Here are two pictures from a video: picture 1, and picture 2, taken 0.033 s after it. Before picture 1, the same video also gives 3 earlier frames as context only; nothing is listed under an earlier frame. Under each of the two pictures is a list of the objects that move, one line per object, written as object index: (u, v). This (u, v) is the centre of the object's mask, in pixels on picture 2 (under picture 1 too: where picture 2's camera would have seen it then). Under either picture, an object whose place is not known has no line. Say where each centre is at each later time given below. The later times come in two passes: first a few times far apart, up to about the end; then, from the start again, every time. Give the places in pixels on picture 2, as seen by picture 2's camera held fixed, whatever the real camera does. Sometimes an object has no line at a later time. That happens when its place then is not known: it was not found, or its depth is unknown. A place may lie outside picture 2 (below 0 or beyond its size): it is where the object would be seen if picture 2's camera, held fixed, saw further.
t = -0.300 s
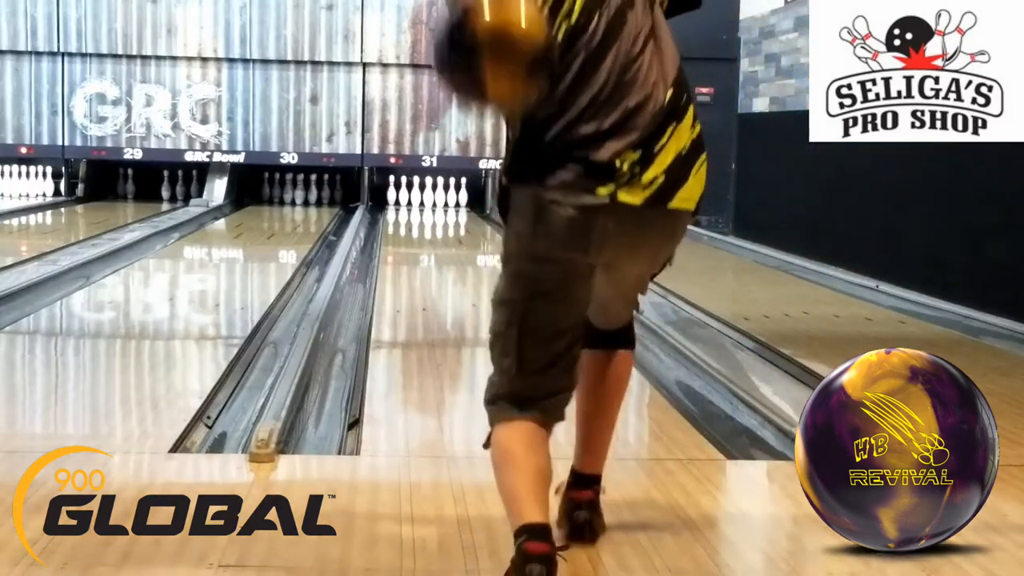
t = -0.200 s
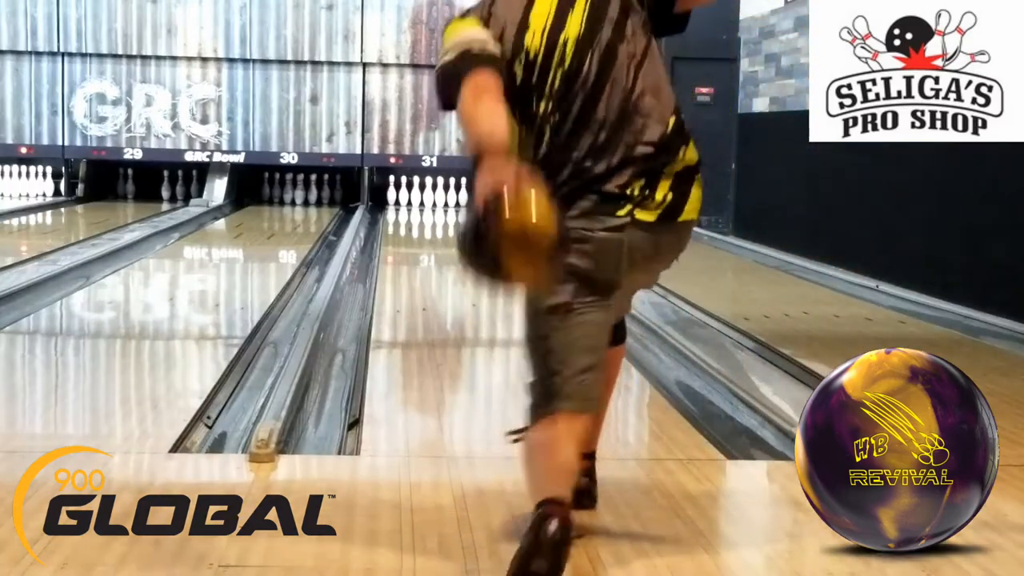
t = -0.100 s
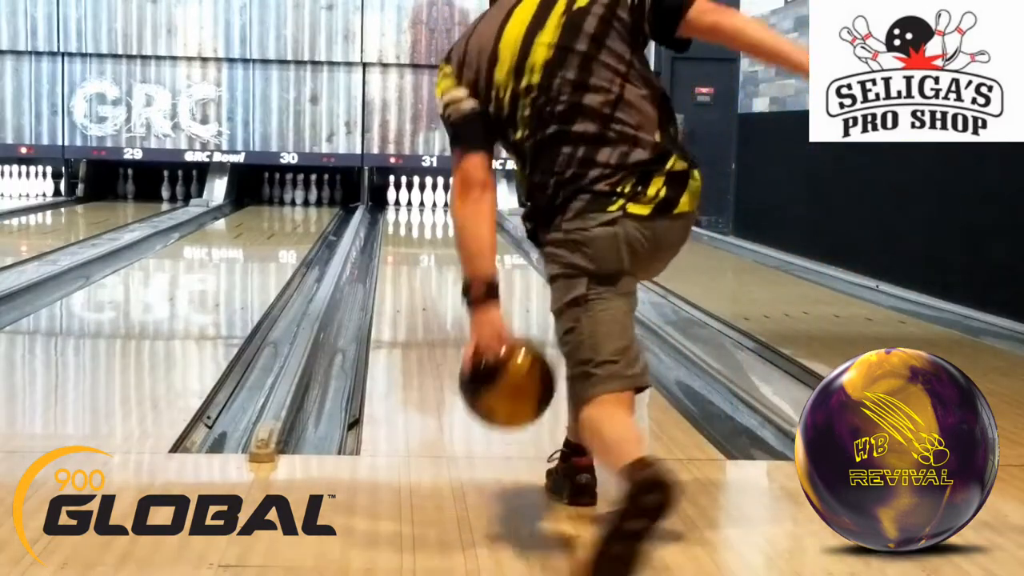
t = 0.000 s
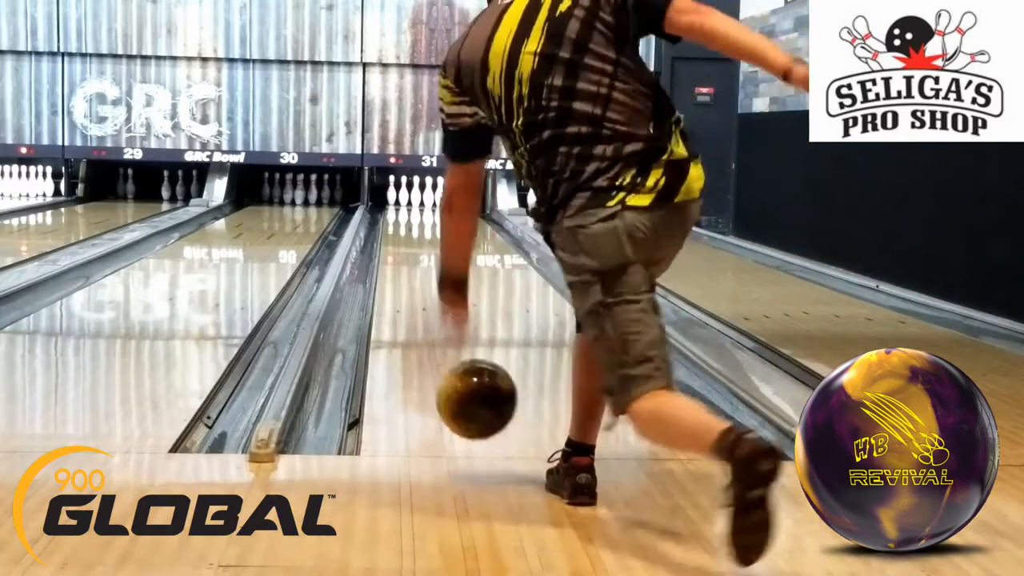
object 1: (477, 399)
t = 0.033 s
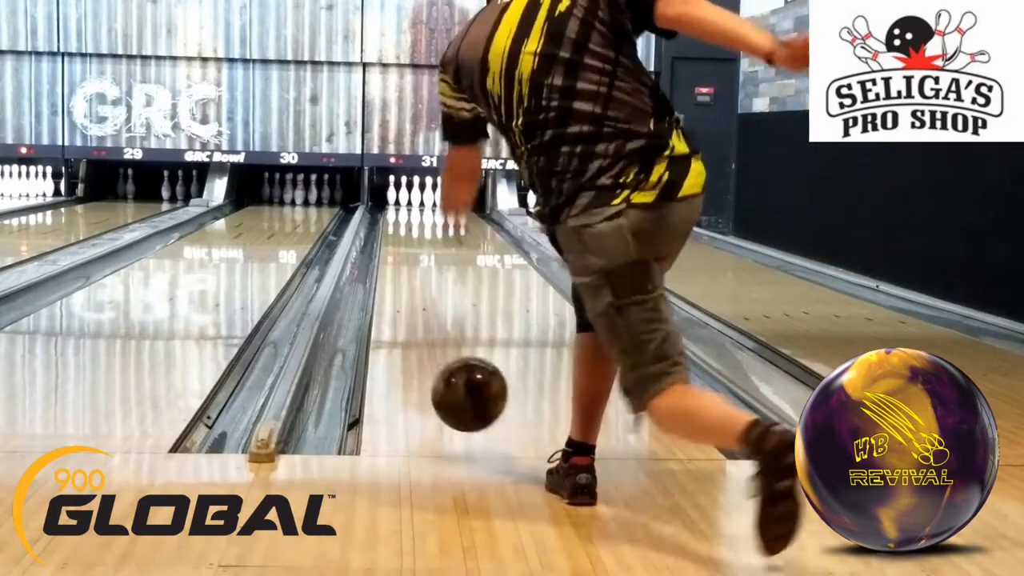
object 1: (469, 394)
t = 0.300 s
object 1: (430, 334)
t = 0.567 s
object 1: (411, 287)
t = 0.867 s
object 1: (400, 256)
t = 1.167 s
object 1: (396, 235)
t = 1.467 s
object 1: (395, 221)
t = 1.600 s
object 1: (397, 216)
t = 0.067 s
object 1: (462, 393)
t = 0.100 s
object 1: (456, 395)
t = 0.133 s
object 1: (451, 382)
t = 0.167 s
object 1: (445, 371)
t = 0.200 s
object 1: (441, 362)
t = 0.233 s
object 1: (437, 352)
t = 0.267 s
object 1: (433, 343)
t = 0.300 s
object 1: (430, 334)
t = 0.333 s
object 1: (427, 326)
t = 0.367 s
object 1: (424, 319)
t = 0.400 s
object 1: (421, 313)
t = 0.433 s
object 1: (419, 307)
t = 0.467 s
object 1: (416, 301)
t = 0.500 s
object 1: (414, 296)
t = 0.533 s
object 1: (412, 291)
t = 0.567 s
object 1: (411, 287)
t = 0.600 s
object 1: (409, 283)
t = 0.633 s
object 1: (408, 279)
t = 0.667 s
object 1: (406, 275)
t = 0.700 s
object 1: (405, 271)
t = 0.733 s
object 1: (403, 268)
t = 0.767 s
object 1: (402, 265)
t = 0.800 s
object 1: (402, 262)
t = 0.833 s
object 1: (401, 260)
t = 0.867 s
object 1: (400, 256)
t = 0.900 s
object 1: (399, 253)
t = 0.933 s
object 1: (398, 252)
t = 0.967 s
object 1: (398, 249)
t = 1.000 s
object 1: (397, 246)
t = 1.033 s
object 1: (397, 244)
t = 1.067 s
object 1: (397, 242)
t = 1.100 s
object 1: (396, 239)
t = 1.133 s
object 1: (396, 236)
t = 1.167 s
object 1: (396, 235)
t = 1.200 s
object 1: (396, 233)
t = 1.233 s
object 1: (397, 232)
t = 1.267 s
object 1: (397, 231)
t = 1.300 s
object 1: (395, 228)
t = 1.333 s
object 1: (395, 227)
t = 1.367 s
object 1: (395, 225)
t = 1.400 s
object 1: (395, 224)
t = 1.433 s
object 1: (395, 222)
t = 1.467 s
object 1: (395, 221)
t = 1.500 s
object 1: (395, 220)
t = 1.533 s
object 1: (396, 218)
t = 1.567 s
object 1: (396, 217)
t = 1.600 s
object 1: (397, 216)
